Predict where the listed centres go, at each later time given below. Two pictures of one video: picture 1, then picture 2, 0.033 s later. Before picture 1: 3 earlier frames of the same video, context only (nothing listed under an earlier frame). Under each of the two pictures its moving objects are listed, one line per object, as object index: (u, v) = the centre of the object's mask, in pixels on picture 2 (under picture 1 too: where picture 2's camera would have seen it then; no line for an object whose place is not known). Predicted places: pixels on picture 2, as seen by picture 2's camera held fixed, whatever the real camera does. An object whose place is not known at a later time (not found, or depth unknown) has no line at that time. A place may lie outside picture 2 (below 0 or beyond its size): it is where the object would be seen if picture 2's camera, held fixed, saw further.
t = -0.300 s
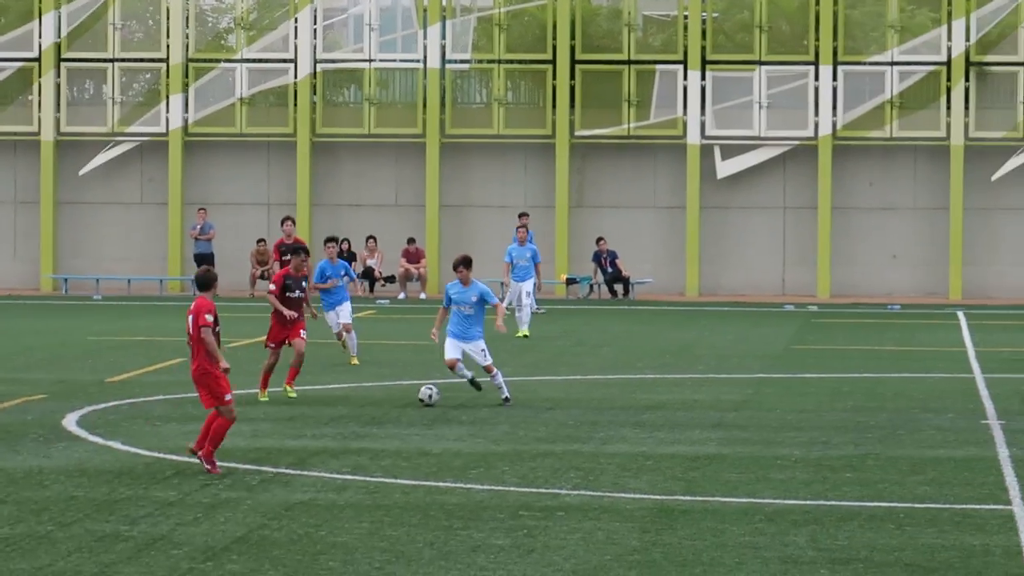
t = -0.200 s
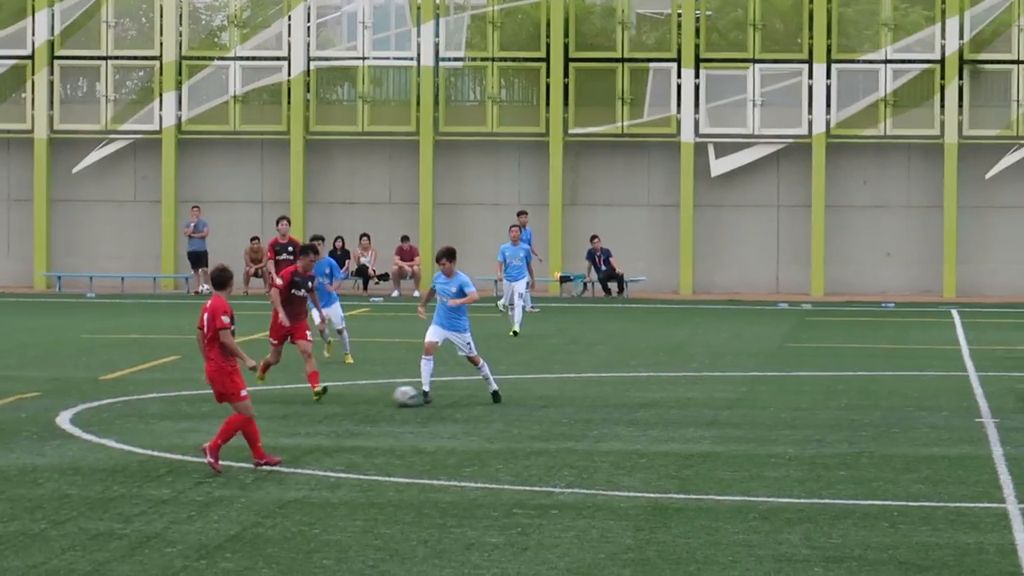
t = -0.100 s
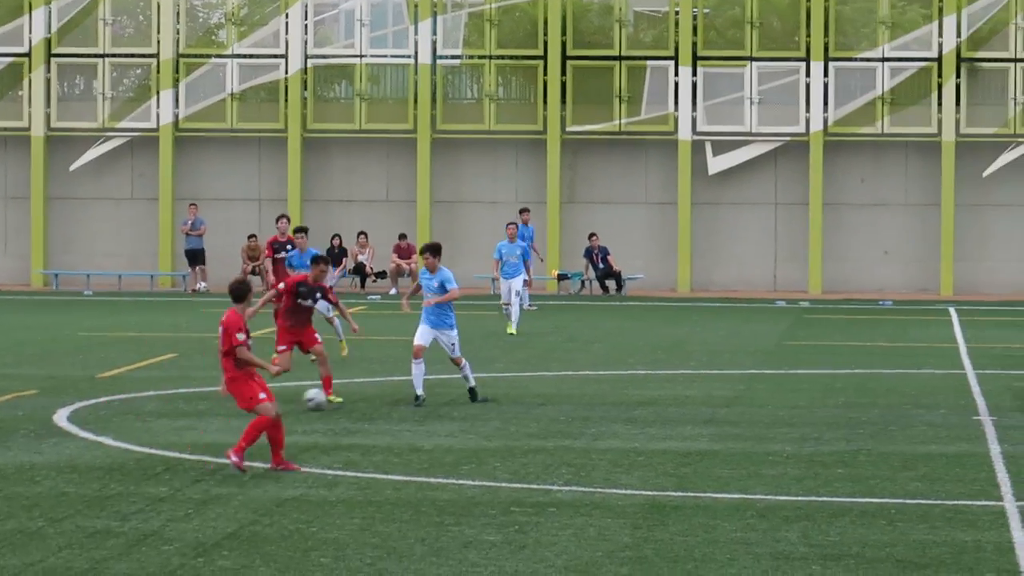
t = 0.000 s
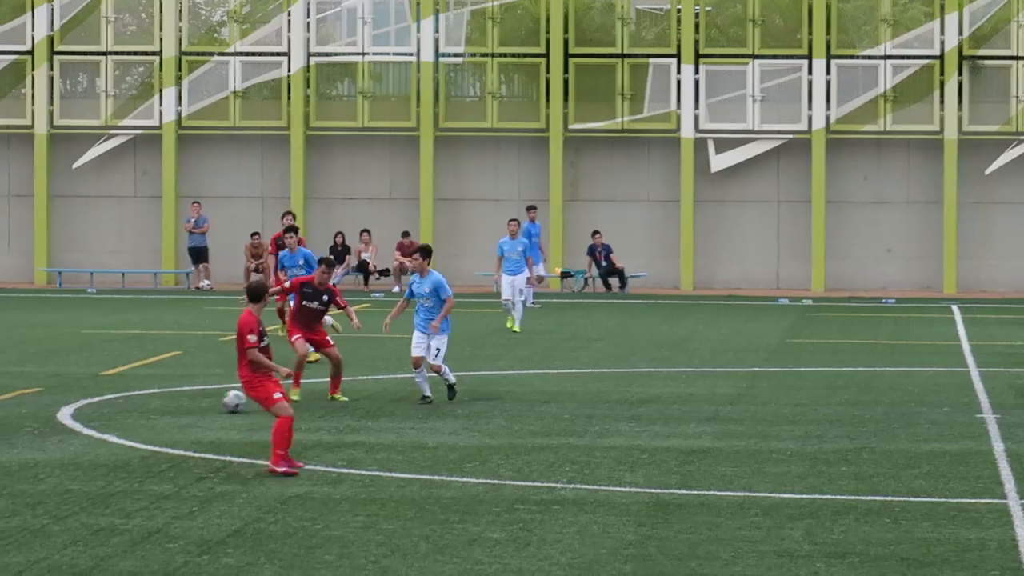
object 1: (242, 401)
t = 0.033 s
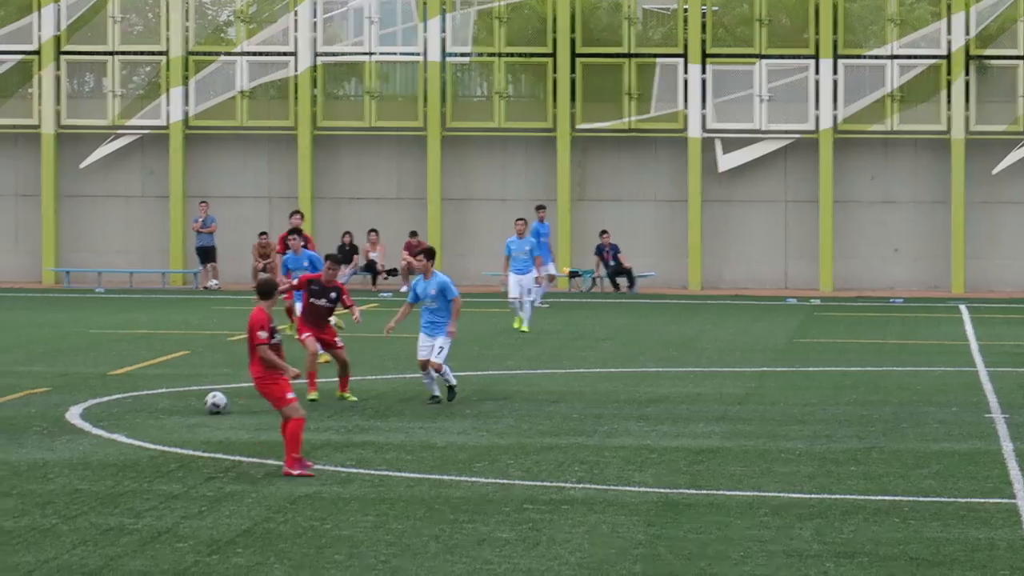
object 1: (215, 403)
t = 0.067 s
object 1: (189, 405)
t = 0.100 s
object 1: (163, 406)
